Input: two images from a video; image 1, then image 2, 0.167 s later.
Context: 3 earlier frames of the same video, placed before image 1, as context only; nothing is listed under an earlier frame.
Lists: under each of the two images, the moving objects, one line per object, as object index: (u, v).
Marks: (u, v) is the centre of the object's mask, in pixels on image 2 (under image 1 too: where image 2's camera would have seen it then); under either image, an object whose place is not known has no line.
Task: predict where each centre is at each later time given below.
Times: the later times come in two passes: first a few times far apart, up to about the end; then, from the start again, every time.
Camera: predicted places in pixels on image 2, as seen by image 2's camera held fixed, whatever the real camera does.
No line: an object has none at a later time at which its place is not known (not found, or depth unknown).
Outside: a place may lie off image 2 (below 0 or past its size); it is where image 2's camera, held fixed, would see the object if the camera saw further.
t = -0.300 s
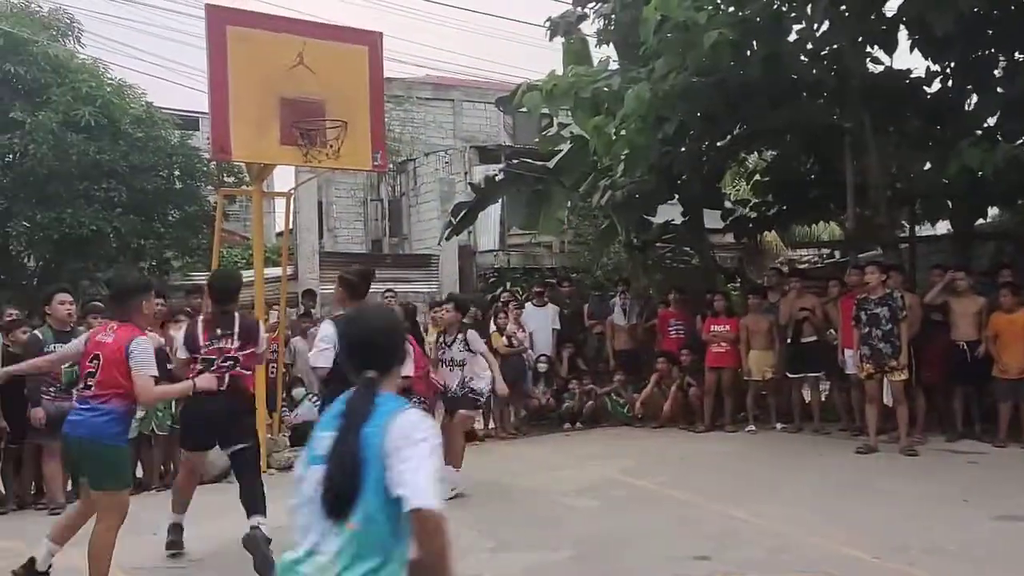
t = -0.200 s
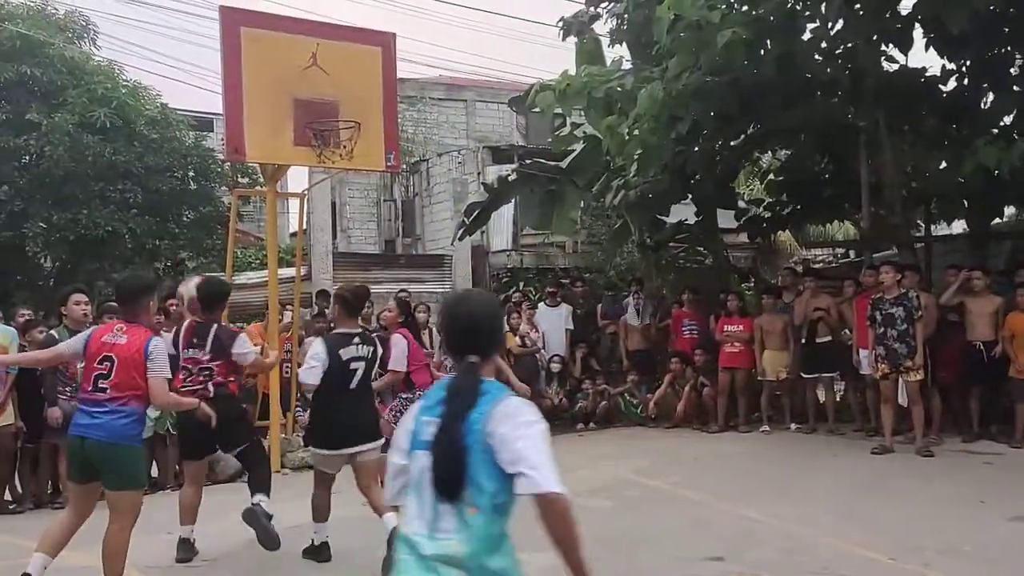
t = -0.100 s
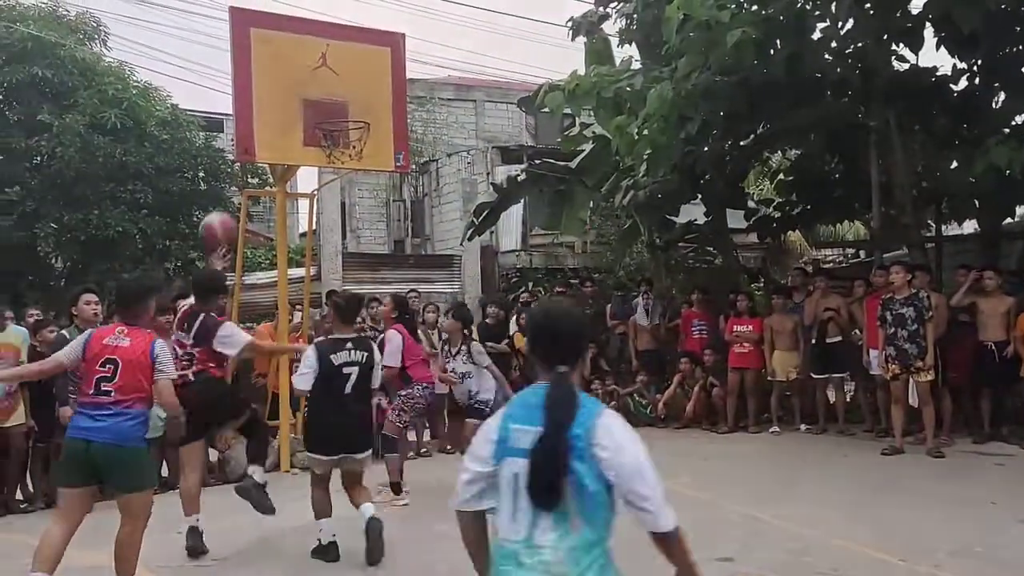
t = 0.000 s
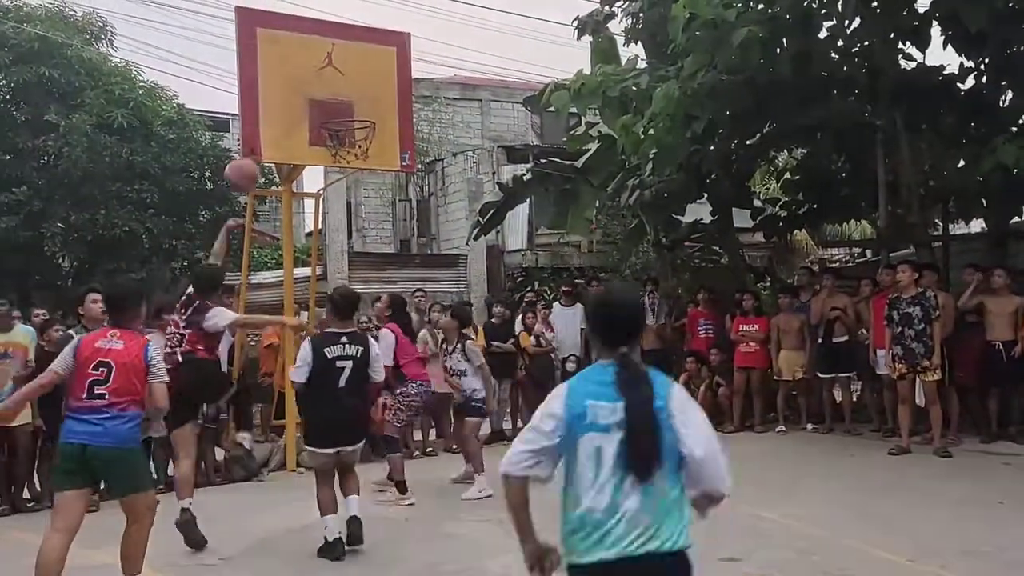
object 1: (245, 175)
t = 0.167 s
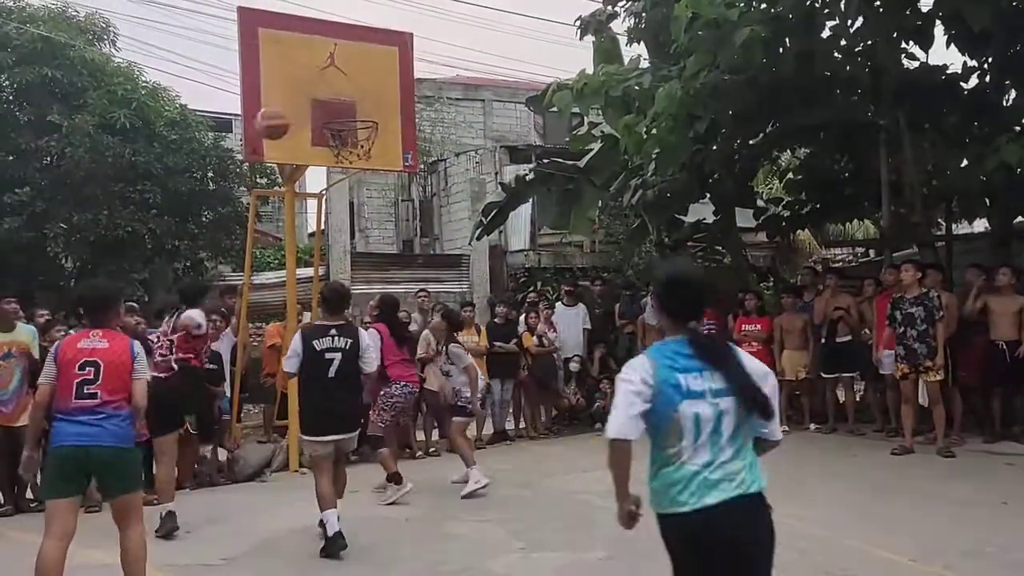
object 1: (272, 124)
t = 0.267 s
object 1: (287, 111)
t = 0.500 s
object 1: (301, 125)
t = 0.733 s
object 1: (250, 183)
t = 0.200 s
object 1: (277, 119)
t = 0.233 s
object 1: (283, 115)
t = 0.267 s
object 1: (287, 111)
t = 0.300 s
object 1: (292, 111)
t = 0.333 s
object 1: (297, 110)
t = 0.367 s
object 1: (299, 113)
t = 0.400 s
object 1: (305, 115)
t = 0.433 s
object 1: (310, 119)
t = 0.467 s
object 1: (307, 121)
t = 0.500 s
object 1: (301, 125)
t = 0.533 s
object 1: (295, 130)
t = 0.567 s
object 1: (288, 136)
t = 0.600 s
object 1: (280, 142)
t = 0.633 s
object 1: (271, 151)
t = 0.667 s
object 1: (265, 160)
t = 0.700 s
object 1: (257, 172)
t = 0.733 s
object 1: (250, 183)
